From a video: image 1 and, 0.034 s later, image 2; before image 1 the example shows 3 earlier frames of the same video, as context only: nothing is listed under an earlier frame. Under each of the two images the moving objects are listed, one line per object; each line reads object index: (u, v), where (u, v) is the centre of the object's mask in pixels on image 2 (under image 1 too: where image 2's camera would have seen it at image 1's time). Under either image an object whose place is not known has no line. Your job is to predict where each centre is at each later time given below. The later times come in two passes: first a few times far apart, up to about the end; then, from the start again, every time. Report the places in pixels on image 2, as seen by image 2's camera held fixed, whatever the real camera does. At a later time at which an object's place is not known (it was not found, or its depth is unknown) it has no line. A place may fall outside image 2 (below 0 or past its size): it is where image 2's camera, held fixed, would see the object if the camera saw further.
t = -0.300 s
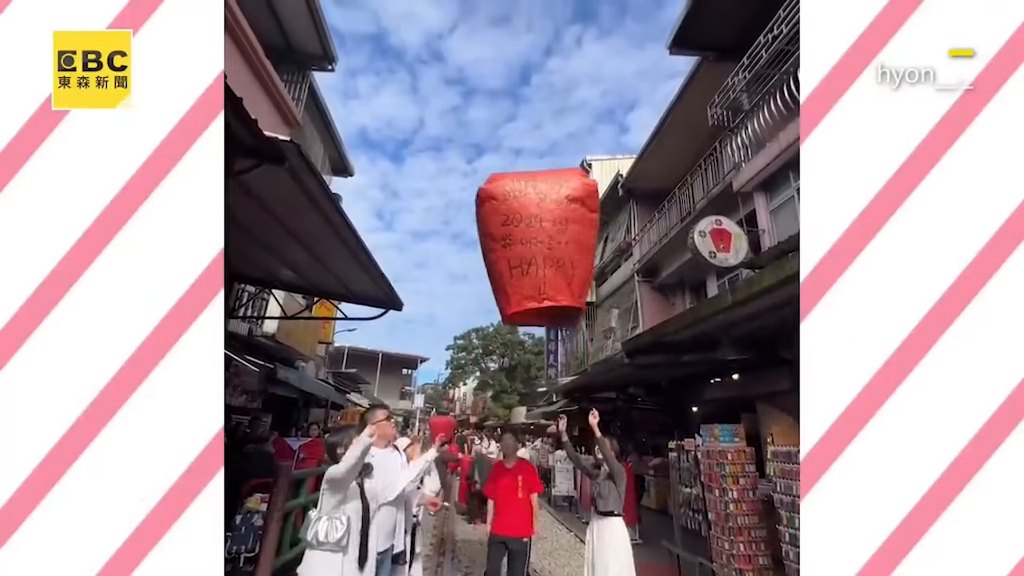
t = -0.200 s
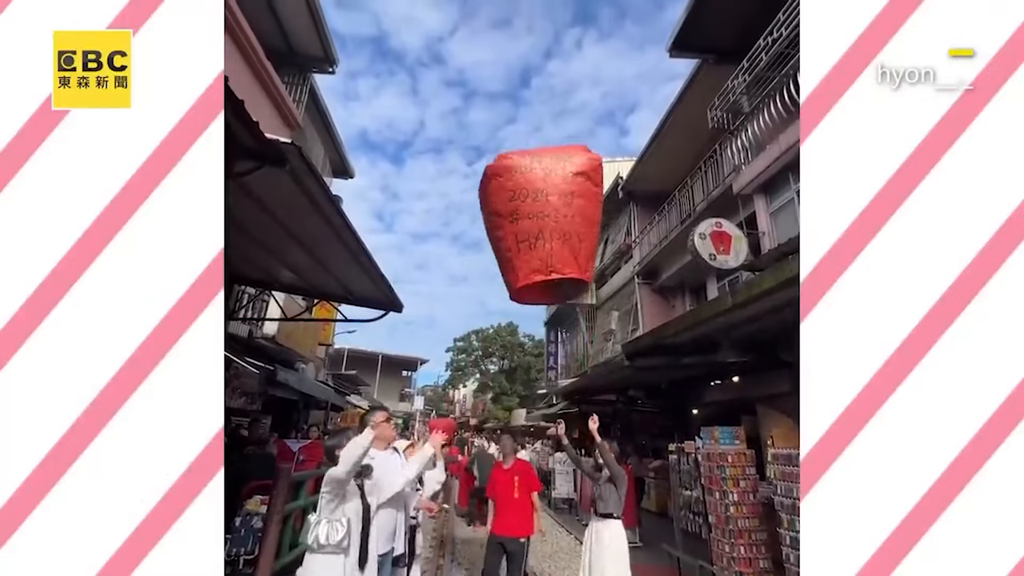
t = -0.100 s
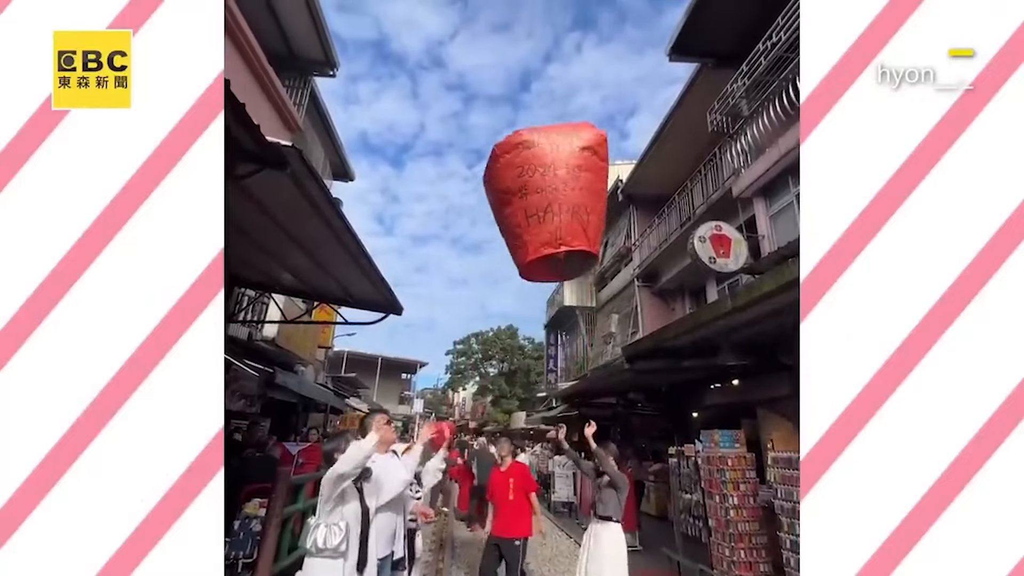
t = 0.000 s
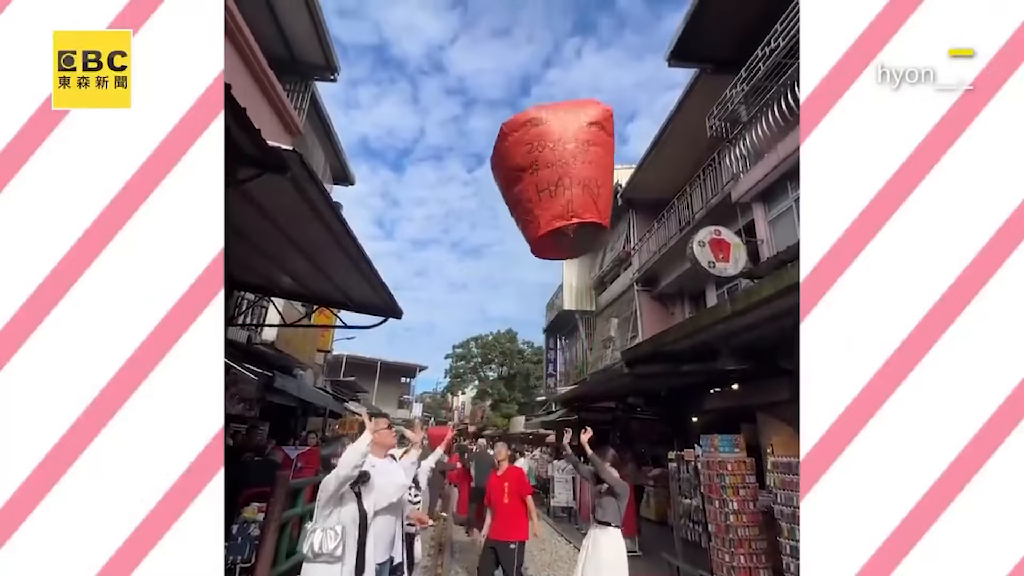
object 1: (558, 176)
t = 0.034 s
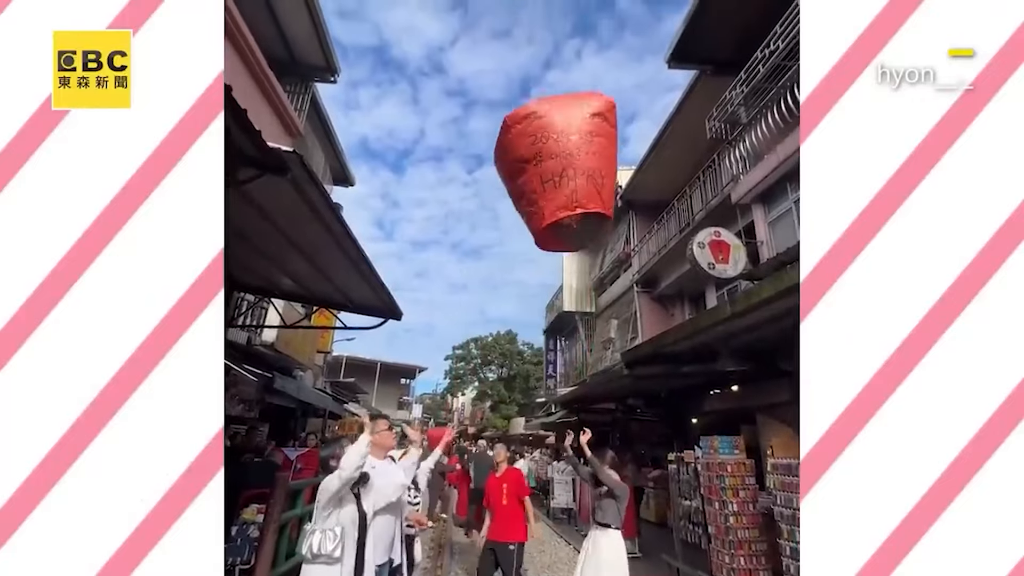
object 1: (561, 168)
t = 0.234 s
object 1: (585, 111)
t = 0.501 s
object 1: (627, 46)
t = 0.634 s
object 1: (652, 25)
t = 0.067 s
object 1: (565, 159)
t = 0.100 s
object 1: (568, 149)
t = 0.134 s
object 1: (572, 140)
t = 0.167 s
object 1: (577, 131)
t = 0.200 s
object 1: (580, 121)
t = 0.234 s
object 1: (585, 111)
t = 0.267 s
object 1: (590, 101)
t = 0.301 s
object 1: (595, 91)
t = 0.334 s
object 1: (600, 81)
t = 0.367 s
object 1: (605, 70)
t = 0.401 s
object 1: (610, 64)
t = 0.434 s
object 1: (616, 58)
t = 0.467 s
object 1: (621, 52)
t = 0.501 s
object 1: (627, 46)
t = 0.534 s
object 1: (633, 40)
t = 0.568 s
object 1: (639, 35)
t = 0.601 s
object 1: (645, 30)
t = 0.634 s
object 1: (652, 25)
